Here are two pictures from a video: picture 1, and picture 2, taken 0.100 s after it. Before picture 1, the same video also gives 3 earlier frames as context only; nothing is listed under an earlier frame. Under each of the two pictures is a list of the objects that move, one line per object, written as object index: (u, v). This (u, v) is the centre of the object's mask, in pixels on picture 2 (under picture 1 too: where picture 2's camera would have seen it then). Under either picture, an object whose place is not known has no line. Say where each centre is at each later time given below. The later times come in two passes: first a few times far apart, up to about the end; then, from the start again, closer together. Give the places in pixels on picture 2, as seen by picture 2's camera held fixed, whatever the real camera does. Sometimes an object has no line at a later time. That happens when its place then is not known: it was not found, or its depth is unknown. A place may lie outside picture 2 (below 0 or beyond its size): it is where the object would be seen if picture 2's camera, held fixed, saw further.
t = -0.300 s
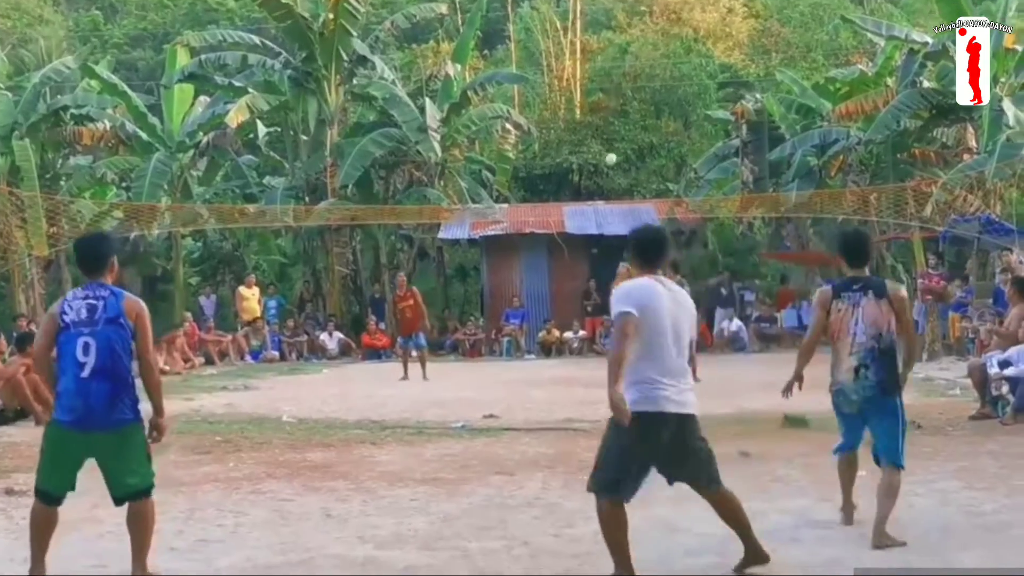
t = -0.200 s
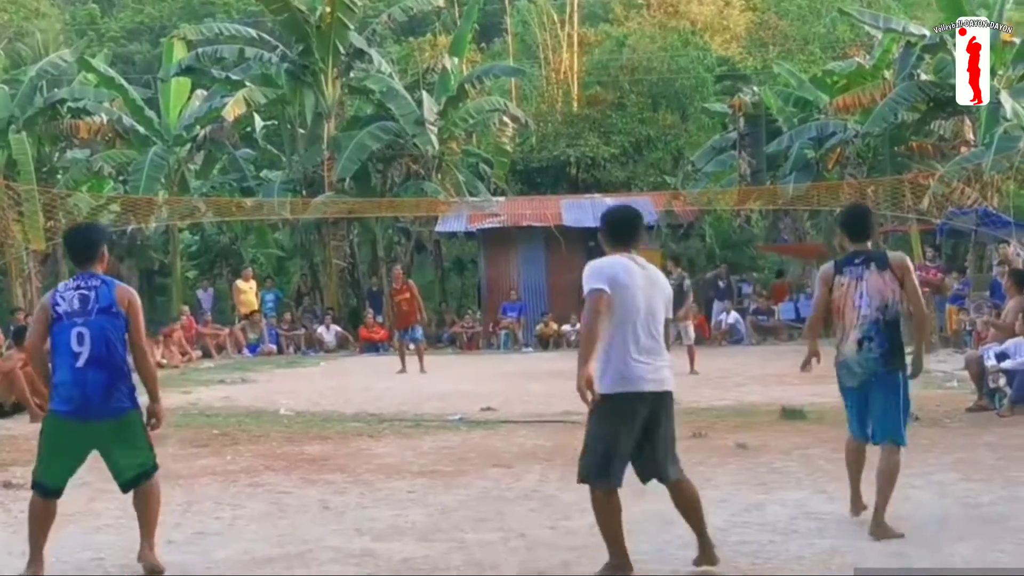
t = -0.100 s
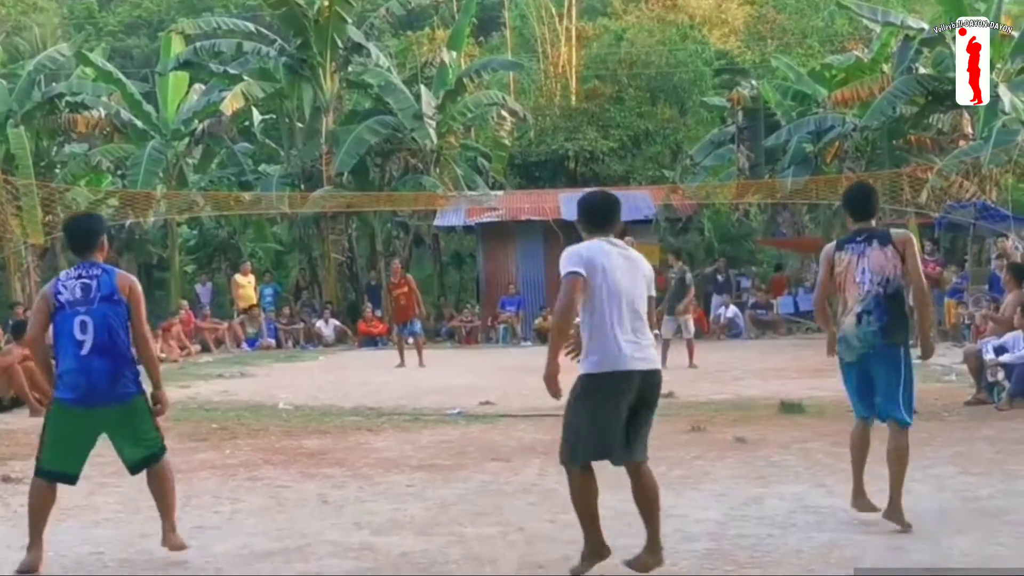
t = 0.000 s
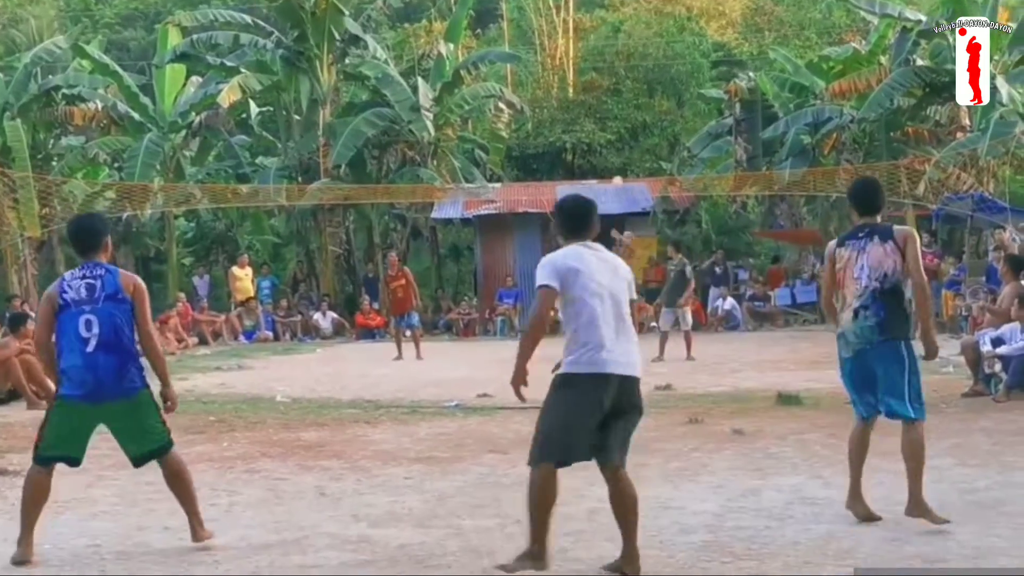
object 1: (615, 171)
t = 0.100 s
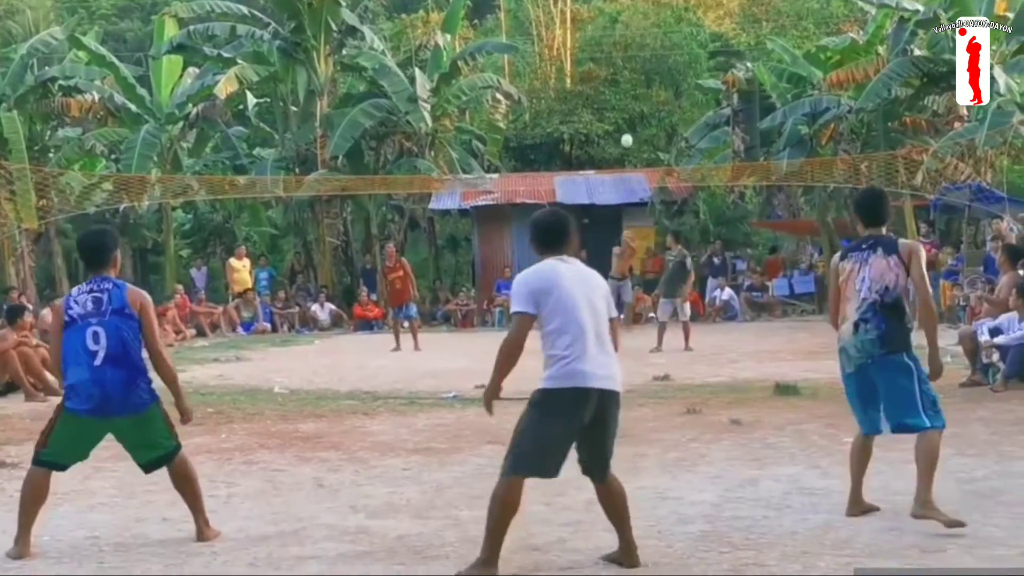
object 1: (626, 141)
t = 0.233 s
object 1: (643, 104)
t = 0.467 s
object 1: (677, 67)
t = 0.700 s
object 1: (722, 79)
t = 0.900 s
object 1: (771, 149)
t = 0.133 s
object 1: (631, 131)
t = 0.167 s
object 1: (635, 121)
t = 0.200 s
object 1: (639, 112)
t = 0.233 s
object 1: (643, 104)
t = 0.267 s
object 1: (647, 96)
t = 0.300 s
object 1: (652, 90)
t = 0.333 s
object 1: (657, 83)
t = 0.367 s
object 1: (662, 78)
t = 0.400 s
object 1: (667, 73)
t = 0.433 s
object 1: (672, 70)
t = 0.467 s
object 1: (677, 67)
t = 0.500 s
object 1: (685, 65)
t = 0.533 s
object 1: (691, 65)
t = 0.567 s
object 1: (696, 65)
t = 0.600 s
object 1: (702, 67)
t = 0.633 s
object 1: (709, 69)
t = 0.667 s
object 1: (715, 73)
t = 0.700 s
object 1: (722, 79)
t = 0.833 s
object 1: (754, 121)
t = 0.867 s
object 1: (762, 134)
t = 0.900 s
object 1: (771, 149)
